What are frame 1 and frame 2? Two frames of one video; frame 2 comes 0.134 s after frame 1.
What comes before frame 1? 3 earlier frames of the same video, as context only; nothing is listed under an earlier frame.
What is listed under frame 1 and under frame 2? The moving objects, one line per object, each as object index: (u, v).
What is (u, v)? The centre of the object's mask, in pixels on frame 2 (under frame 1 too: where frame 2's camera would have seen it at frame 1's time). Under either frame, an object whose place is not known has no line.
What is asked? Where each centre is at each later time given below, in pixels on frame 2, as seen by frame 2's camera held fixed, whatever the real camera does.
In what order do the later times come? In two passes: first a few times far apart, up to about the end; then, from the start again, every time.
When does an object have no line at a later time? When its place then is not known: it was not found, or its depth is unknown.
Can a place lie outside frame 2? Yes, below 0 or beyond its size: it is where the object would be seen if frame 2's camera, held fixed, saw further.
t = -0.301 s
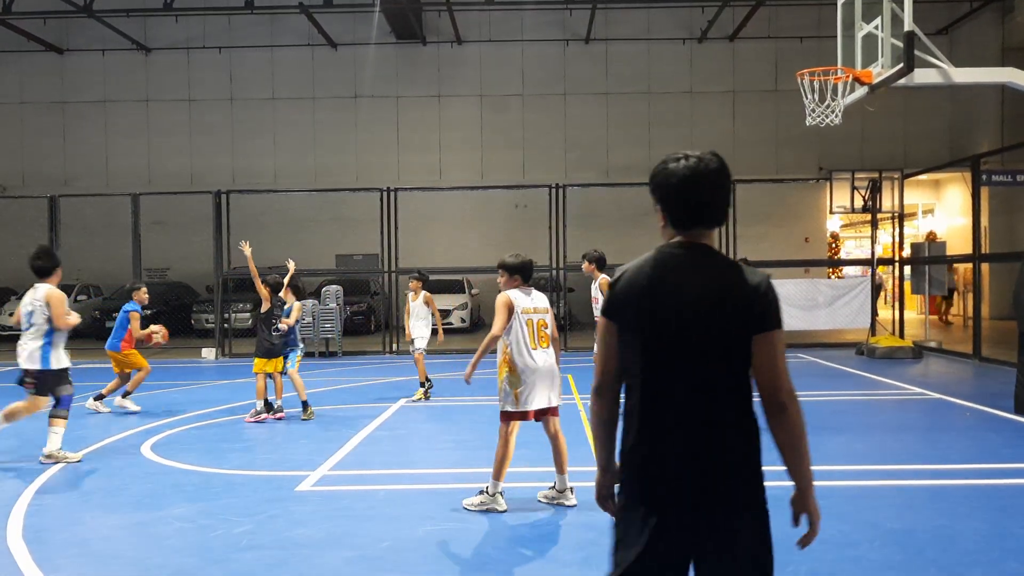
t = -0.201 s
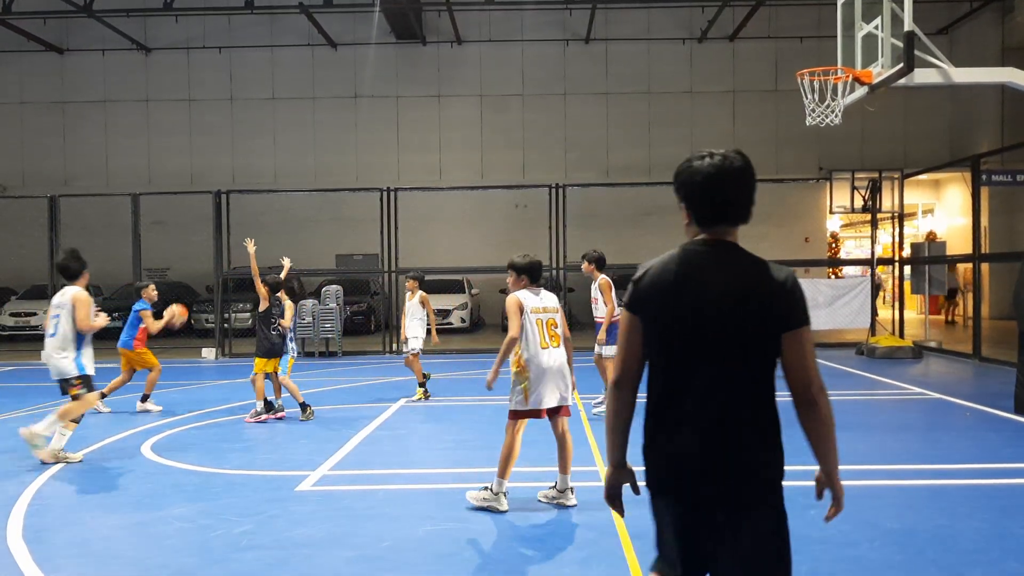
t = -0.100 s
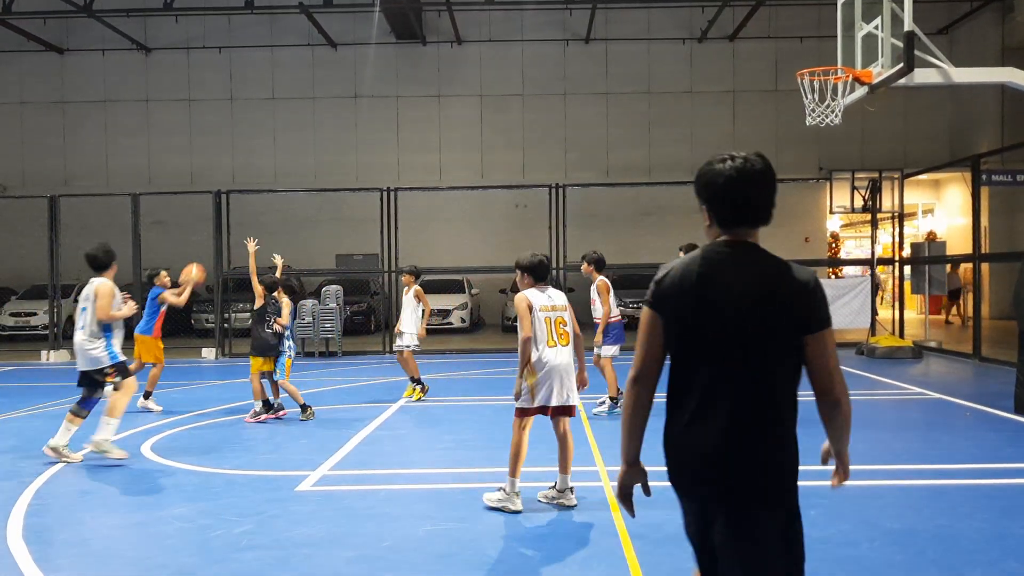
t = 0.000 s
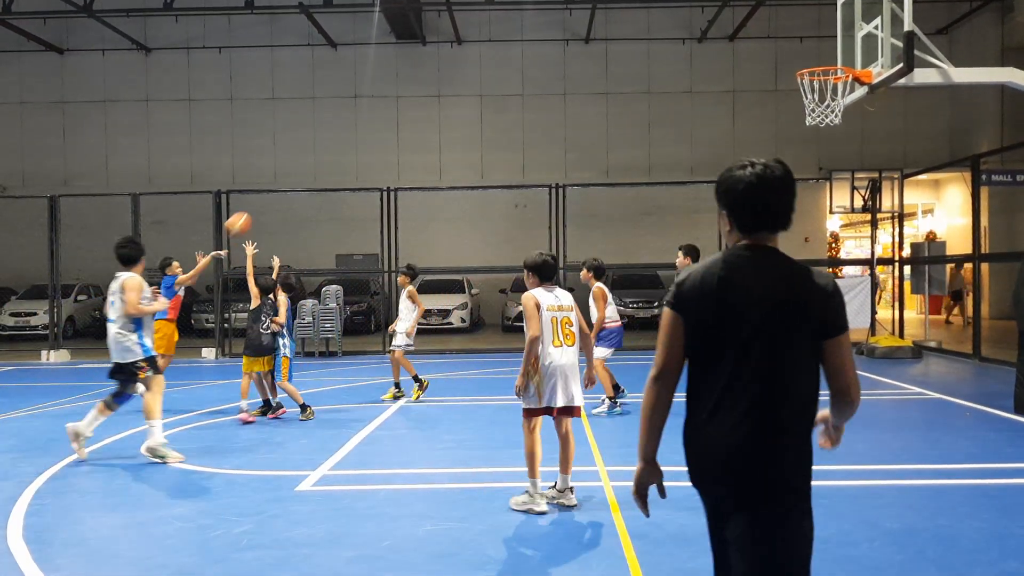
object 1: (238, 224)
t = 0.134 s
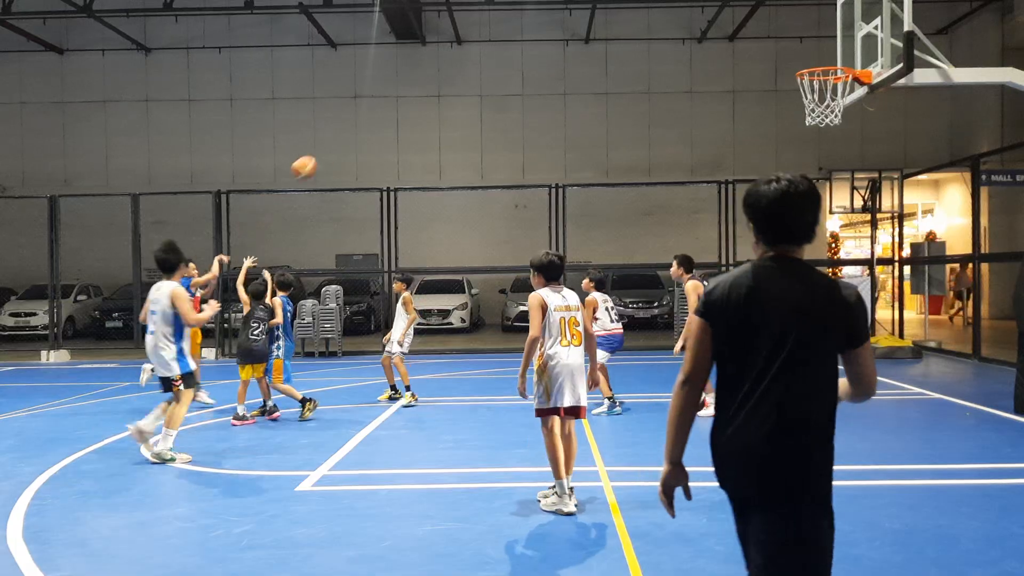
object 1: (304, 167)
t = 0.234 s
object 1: (354, 135)
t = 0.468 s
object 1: (466, 95)
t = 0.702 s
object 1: (575, 103)
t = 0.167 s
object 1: (321, 156)
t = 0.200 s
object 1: (337, 146)
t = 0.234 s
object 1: (354, 135)
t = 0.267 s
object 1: (369, 127)
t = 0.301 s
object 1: (386, 119)
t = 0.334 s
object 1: (402, 113)
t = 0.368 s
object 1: (418, 107)
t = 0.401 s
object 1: (434, 103)
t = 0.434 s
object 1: (450, 98)
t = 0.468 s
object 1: (466, 95)
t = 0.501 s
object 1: (482, 93)
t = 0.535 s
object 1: (497, 93)
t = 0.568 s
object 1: (513, 93)
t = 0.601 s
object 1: (528, 95)
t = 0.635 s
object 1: (543, 96)
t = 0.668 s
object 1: (560, 99)
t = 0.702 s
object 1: (575, 103)
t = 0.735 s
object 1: (591, 107)
